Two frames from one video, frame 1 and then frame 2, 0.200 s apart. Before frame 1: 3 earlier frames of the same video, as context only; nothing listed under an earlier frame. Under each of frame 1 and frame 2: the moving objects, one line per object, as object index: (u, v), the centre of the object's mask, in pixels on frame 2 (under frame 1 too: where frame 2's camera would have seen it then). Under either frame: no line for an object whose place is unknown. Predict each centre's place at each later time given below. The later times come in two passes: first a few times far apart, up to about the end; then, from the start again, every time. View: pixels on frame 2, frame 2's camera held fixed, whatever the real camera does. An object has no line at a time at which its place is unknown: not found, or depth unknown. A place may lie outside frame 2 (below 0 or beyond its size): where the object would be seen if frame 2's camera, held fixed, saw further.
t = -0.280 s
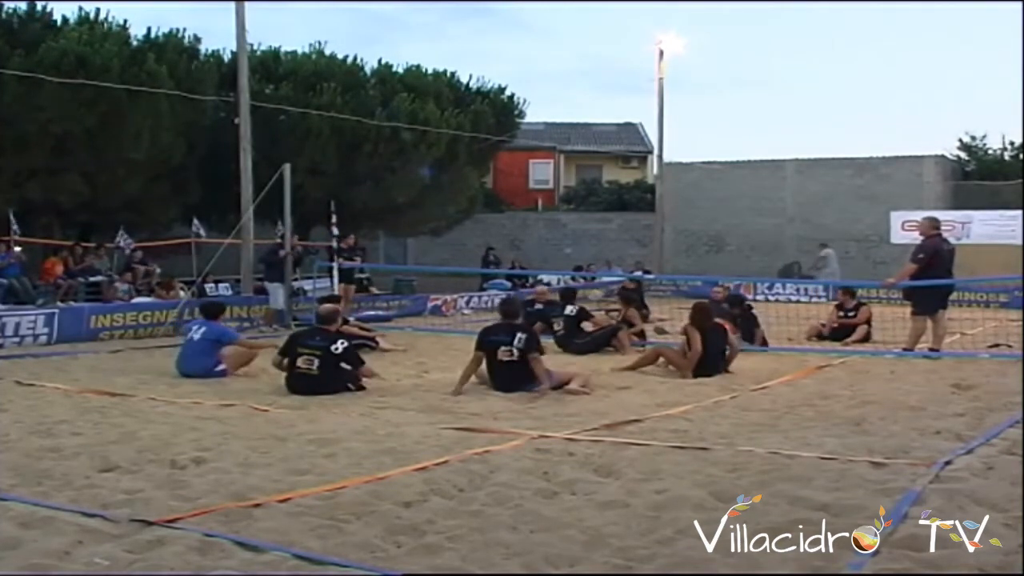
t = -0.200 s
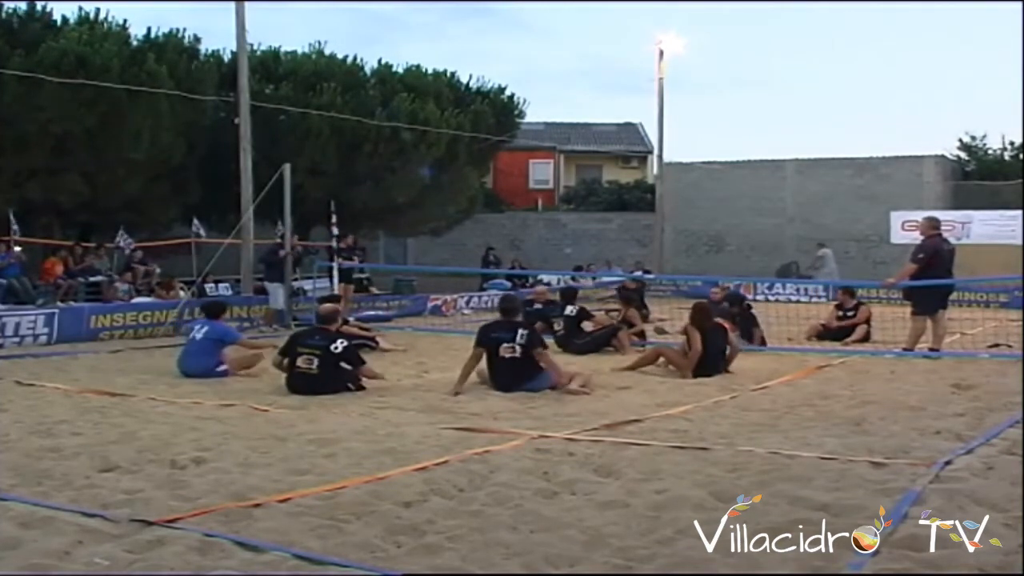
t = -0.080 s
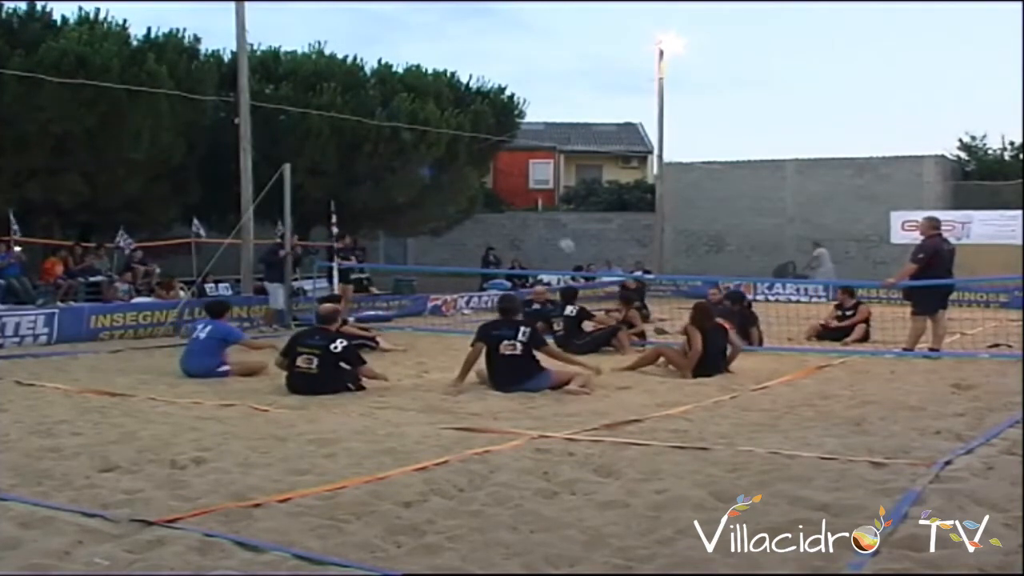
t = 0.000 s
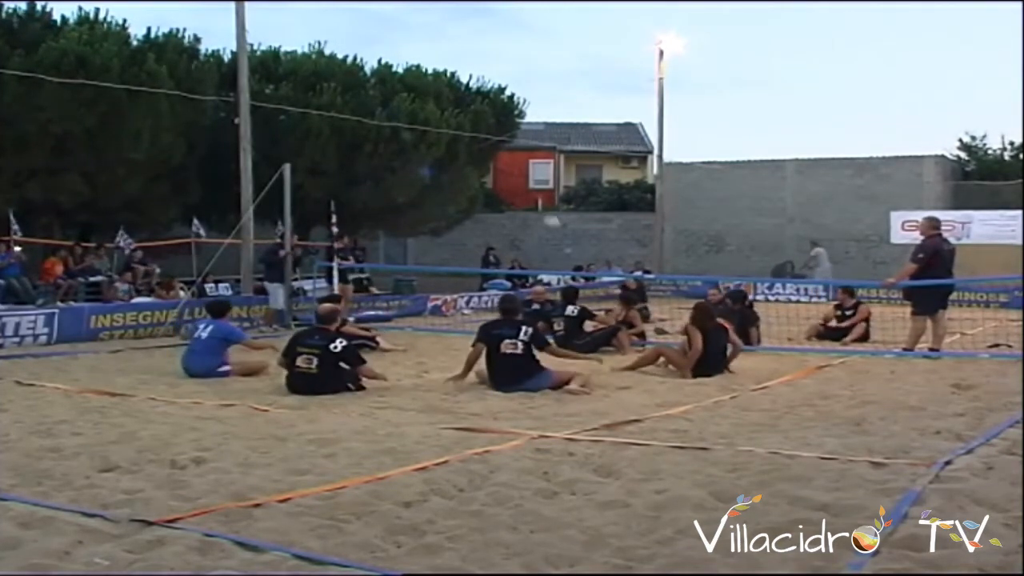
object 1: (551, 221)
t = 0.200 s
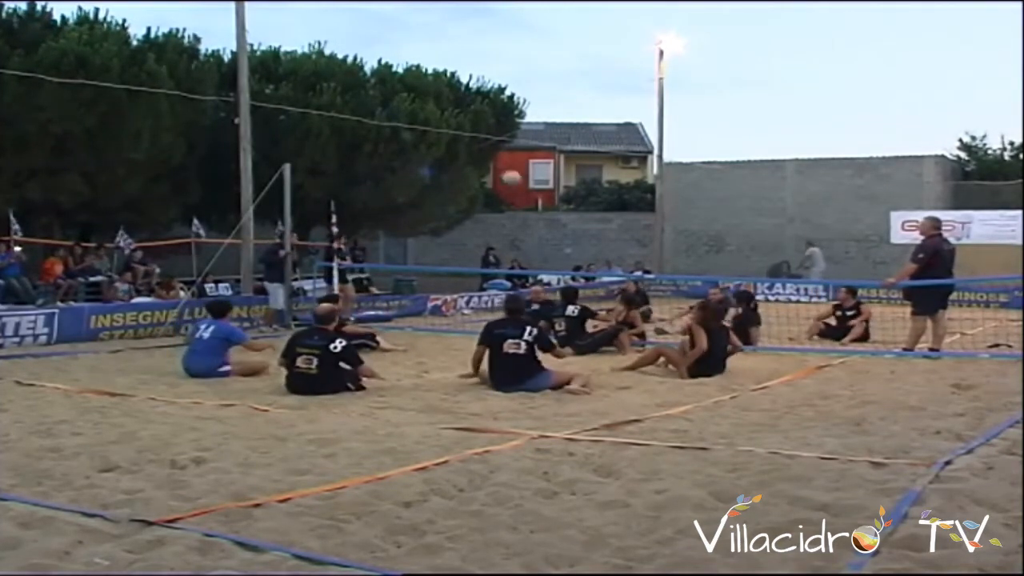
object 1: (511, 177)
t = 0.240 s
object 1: (502, 170)
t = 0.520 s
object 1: (433, 150)
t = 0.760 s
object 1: (363, 176)
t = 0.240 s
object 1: (502, 170)
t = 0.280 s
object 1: (493, 165)
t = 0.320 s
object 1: (483, 160)
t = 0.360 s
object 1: (473, 156)
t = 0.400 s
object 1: (464, 153)
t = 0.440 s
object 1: (454, 151)
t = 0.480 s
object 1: (443, 150)
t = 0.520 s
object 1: (433, 150)
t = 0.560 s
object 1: (422, 152)
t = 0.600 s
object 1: (411, 155)
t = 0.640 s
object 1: (399, 158)
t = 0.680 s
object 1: (387, 163)
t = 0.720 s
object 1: (375, 169)
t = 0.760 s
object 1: (363, 176)
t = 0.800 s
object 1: (351, 185)
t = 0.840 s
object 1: (338, 196)
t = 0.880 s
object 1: (324, 209)
